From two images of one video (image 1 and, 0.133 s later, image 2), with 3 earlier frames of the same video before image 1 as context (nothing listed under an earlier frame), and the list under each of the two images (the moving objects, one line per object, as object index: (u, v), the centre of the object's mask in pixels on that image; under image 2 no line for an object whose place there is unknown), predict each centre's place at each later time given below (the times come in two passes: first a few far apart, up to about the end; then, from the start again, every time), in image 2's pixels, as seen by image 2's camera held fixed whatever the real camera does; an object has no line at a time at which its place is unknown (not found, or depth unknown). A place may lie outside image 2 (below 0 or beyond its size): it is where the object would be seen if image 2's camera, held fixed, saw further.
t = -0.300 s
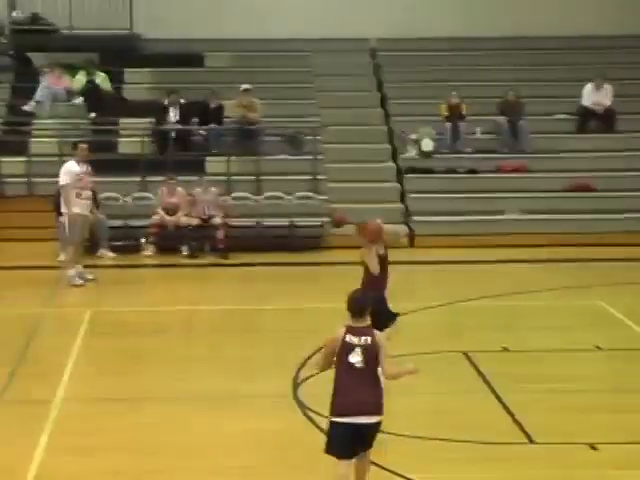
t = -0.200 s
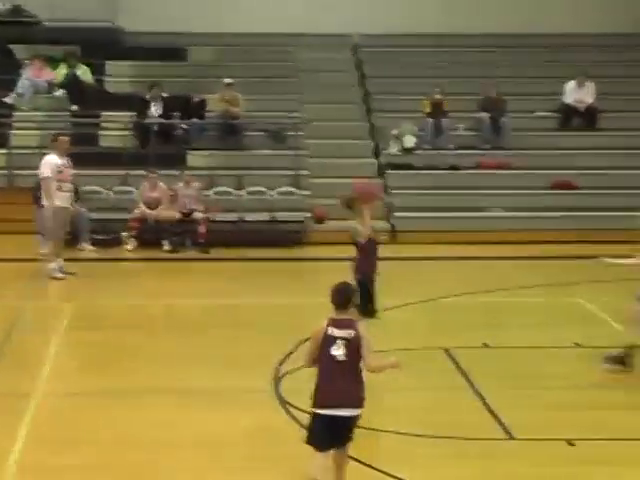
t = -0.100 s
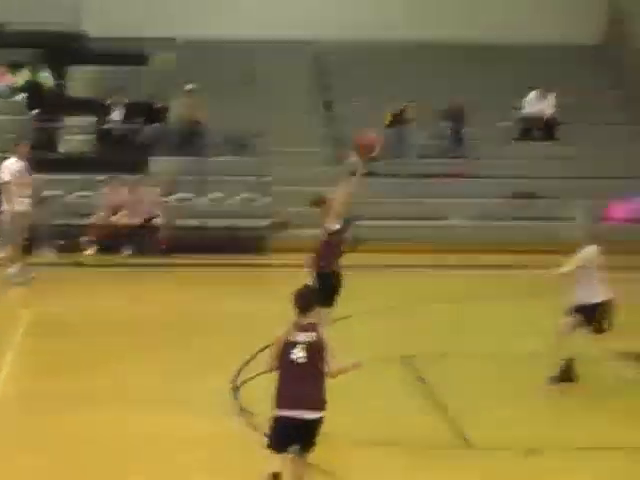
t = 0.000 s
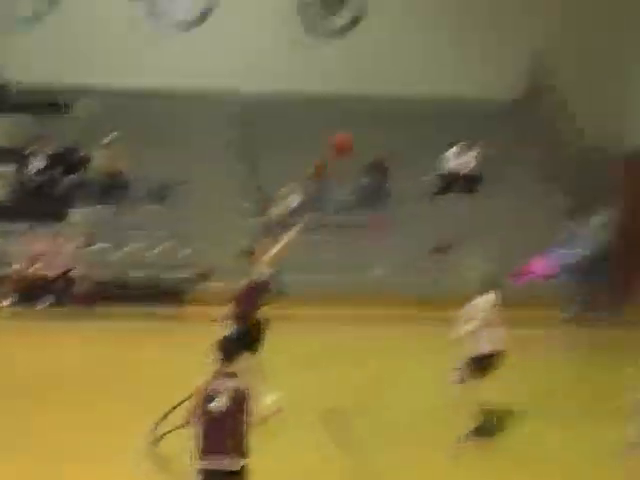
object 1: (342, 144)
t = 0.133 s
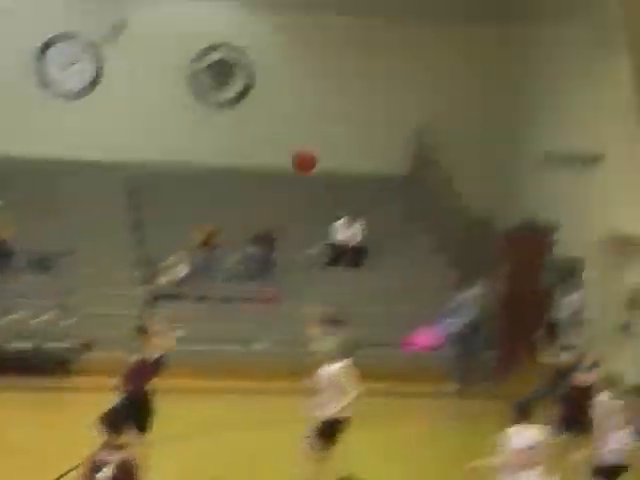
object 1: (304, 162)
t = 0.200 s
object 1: (341, 139)
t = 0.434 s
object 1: (469, 102)
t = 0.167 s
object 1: (322, 150)
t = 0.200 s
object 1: (341, 139)
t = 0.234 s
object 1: (359, 131)
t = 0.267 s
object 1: (378, 123)
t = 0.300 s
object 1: (396, 117)
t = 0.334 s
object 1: (415, 111)
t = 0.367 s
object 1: (433, 106)
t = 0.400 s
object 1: (451, 104)
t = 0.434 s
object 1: (469, 102)
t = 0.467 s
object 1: (486, 100)
